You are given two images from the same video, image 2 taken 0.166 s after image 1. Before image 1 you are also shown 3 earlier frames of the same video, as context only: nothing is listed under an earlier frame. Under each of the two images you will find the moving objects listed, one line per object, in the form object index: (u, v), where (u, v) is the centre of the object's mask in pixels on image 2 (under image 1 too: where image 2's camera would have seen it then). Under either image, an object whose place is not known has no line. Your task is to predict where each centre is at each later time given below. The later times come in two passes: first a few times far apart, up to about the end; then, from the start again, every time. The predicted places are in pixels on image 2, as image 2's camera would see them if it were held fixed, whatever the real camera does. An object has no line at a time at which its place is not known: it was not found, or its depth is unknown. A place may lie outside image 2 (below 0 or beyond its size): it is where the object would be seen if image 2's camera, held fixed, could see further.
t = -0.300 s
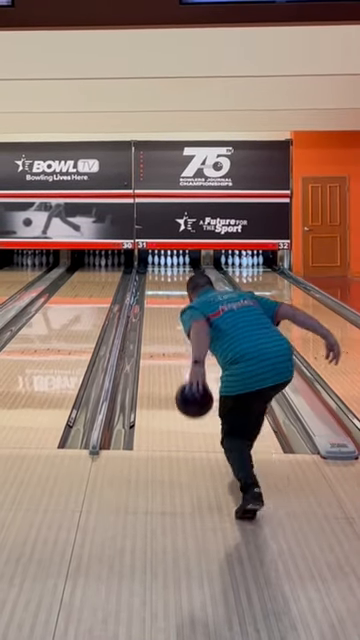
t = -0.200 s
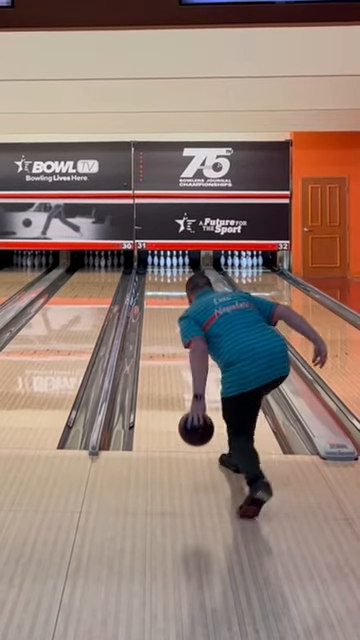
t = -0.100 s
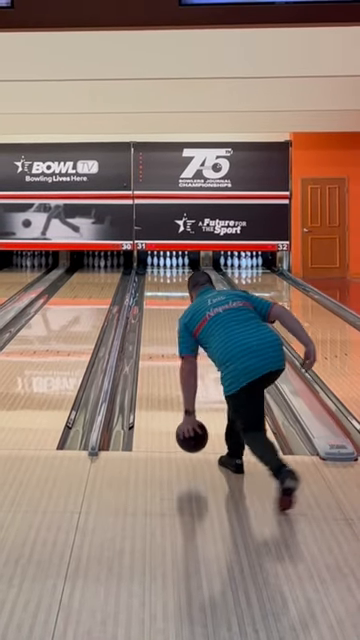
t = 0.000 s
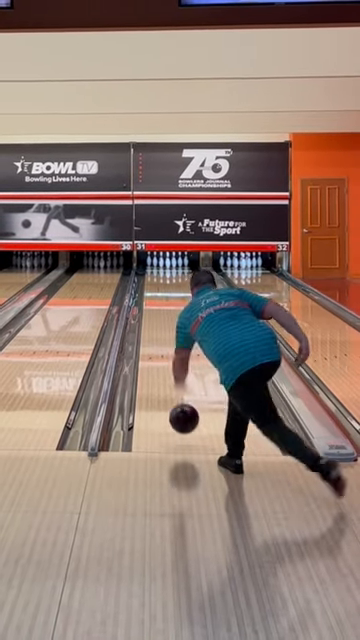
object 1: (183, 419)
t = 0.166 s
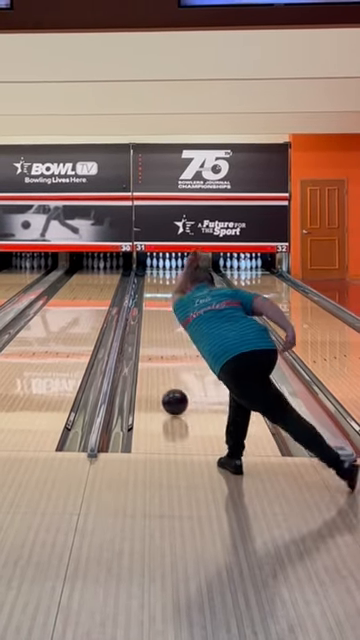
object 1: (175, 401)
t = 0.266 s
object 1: (171, 387)
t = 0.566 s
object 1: (161, 354)
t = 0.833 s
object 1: (157, 332)
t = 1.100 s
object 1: (153, 316)
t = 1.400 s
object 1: (151, 302)
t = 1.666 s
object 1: (151, 292)
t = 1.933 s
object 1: (152, 284)
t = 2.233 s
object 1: (155, 277)
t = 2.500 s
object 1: (160, 271)
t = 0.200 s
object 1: (173, 396)
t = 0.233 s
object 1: (172, 392)
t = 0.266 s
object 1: (171, 387)
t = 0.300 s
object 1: (169, 383)
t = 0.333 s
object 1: (168, 379)
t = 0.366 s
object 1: (167, 375)
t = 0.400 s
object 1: (166, 370)
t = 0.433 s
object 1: (165, 367)
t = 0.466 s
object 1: (164, 363)
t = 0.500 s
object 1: (163, 360)
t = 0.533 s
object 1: (162, 357)
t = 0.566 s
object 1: (161, 354)
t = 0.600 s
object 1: (159, 351)
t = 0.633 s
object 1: (159, 348)
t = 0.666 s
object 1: (159, 345)
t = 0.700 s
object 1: (159, 342)
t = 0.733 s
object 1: (158, 340)
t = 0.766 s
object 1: (158, 337)
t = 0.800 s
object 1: (157, 335)
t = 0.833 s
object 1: (157, 332)
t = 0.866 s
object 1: (156, 330)
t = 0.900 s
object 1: (156, 328)
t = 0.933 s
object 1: (155, 325)
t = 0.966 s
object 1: (155, 324)
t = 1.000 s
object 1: (154, 322)
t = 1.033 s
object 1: (154, 320)
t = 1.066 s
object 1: (154, 318)
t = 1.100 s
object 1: (153, 316)
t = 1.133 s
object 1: (153, 314)
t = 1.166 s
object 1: (153, 312)
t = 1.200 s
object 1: (152, 311)
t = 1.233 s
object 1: (152, 309)
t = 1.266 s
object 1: (152, 308)
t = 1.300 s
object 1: (152, 306)
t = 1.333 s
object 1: (151, 305)
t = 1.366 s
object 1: (151, 303)
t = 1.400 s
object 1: (151, 302)
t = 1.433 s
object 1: (151, 301)
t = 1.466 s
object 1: (151, 299)
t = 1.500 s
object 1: (151, 298)
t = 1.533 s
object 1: (151, 297)
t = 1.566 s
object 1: (151, 296)
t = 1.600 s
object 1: (151, 294)
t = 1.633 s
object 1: (151, 293)
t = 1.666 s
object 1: (151, 292)
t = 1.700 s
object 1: (151, 291)
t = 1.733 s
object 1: (151, 290)
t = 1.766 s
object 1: (151, 289)
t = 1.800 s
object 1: (151, 288)
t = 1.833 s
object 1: (151, 287)
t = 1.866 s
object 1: (151, 286)
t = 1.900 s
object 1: (152, 285)
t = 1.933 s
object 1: (152, 284)
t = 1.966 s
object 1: (152, 283)
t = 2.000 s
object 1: (152, 282)
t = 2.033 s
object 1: (153, 282)
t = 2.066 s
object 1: (153, 281)
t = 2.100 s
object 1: (153, 280)
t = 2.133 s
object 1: (154, 279)
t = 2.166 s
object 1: (154, 278)
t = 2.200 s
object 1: (155, 278)
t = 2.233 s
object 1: (155, 277)
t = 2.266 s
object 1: (155, 276)
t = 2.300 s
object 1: (156, 276)
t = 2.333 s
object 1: (157, 275)
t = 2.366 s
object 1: (157, 274)
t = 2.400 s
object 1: (158, 273)
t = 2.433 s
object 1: (158, 273)
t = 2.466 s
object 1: (159, 272)
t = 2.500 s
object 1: (160, 271)
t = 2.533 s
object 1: (160, 271)
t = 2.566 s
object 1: (160, 270)
